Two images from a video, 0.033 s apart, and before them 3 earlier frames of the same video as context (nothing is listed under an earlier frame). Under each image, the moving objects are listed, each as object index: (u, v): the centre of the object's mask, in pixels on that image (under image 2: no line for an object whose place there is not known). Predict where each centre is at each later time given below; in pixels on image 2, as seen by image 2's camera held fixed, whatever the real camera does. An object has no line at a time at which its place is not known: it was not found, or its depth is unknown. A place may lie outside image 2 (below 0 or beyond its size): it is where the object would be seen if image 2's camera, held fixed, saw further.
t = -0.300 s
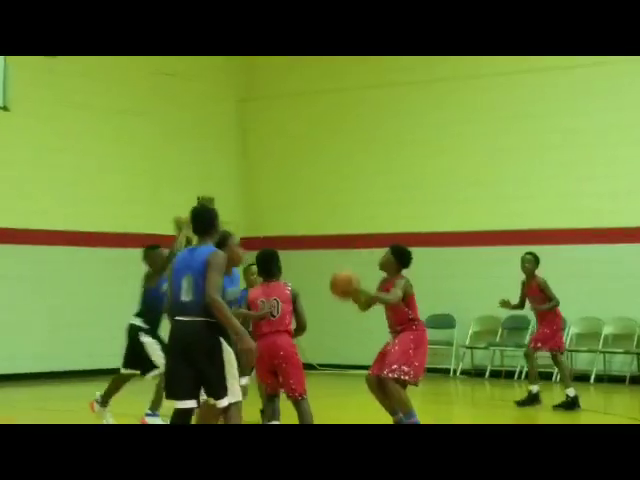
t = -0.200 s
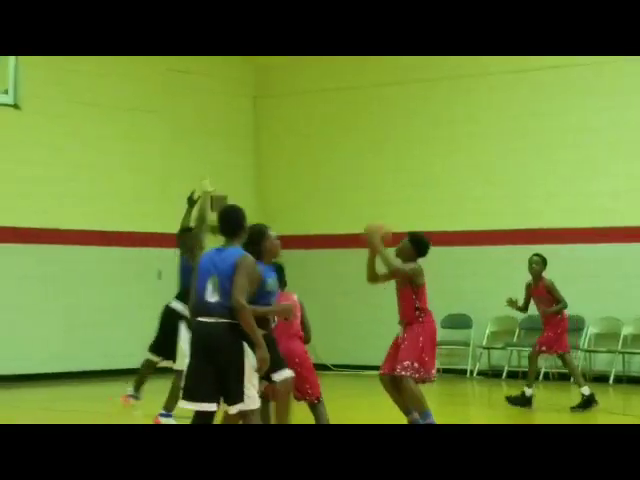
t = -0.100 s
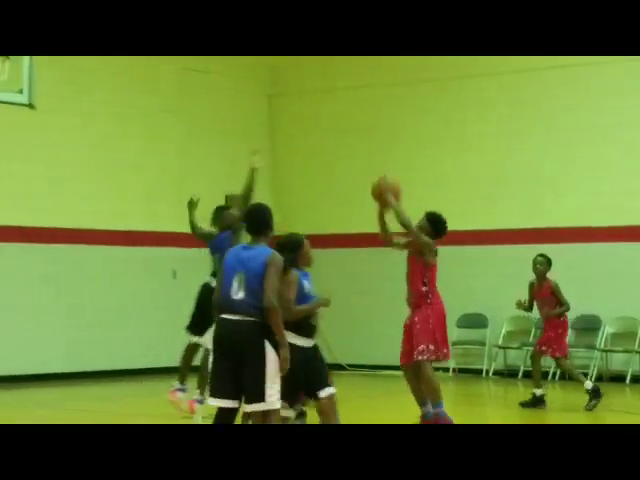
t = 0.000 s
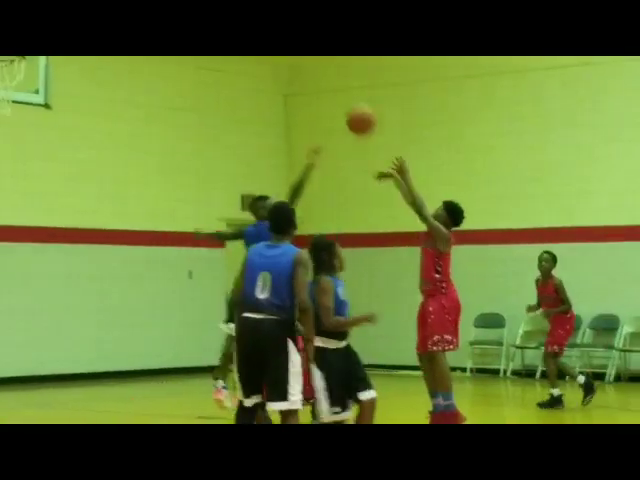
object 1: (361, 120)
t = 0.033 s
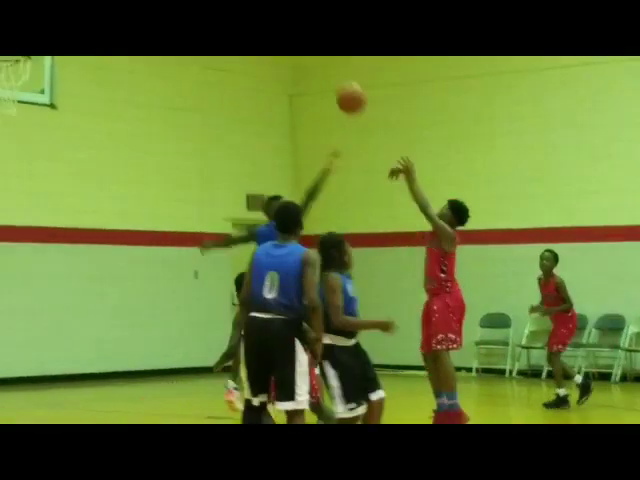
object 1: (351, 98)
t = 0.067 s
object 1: (336, 79)
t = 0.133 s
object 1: (311, 54)
